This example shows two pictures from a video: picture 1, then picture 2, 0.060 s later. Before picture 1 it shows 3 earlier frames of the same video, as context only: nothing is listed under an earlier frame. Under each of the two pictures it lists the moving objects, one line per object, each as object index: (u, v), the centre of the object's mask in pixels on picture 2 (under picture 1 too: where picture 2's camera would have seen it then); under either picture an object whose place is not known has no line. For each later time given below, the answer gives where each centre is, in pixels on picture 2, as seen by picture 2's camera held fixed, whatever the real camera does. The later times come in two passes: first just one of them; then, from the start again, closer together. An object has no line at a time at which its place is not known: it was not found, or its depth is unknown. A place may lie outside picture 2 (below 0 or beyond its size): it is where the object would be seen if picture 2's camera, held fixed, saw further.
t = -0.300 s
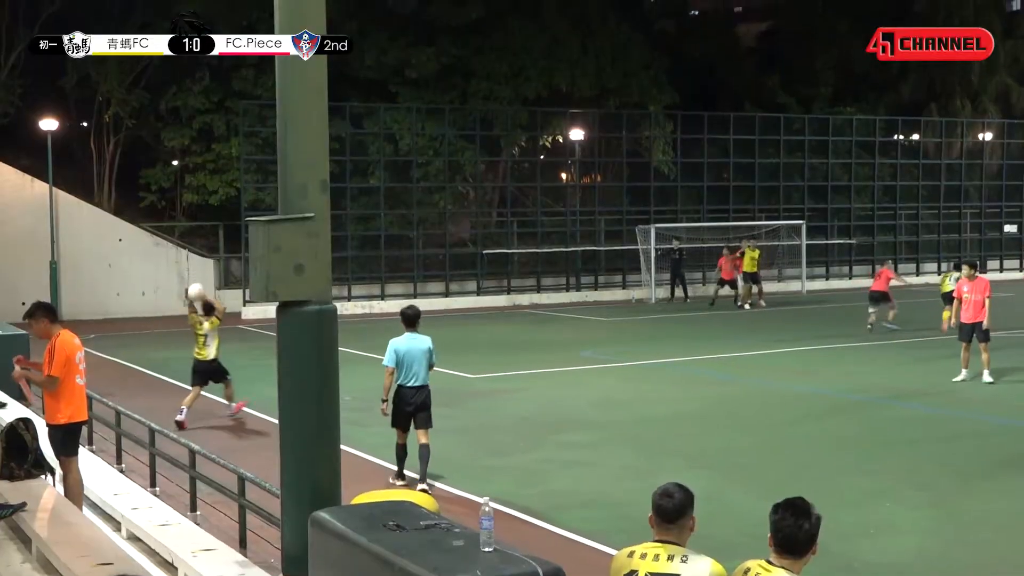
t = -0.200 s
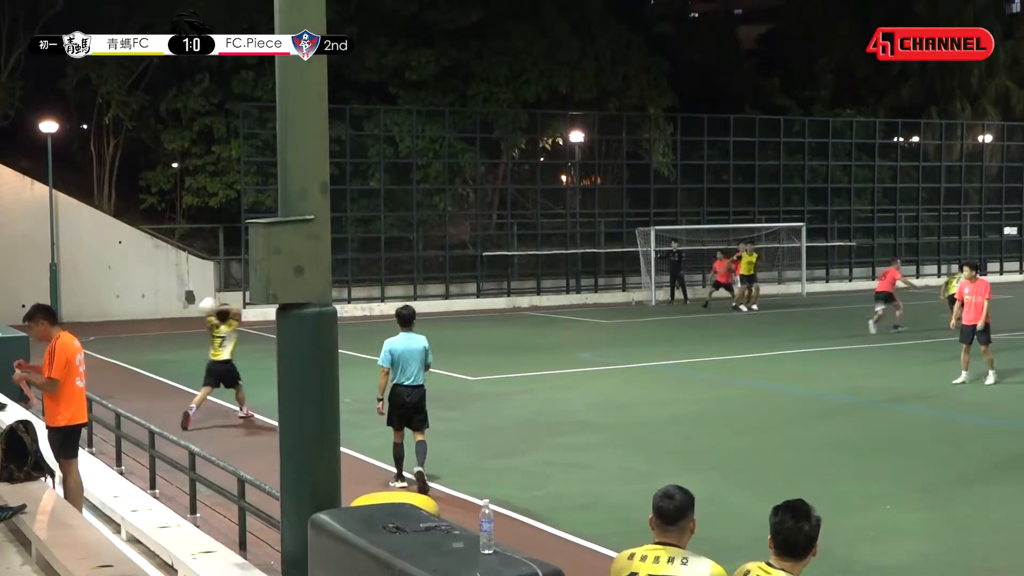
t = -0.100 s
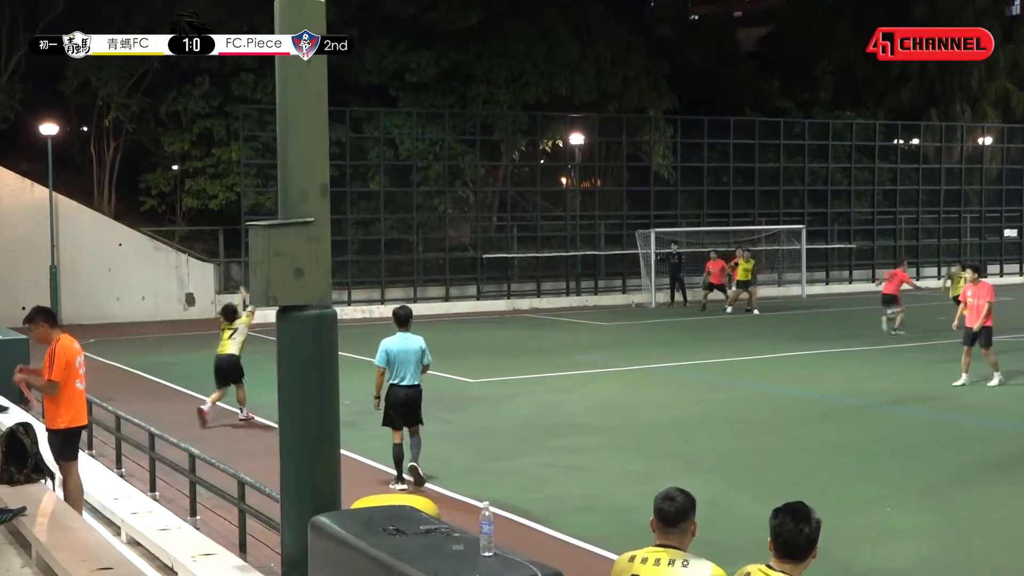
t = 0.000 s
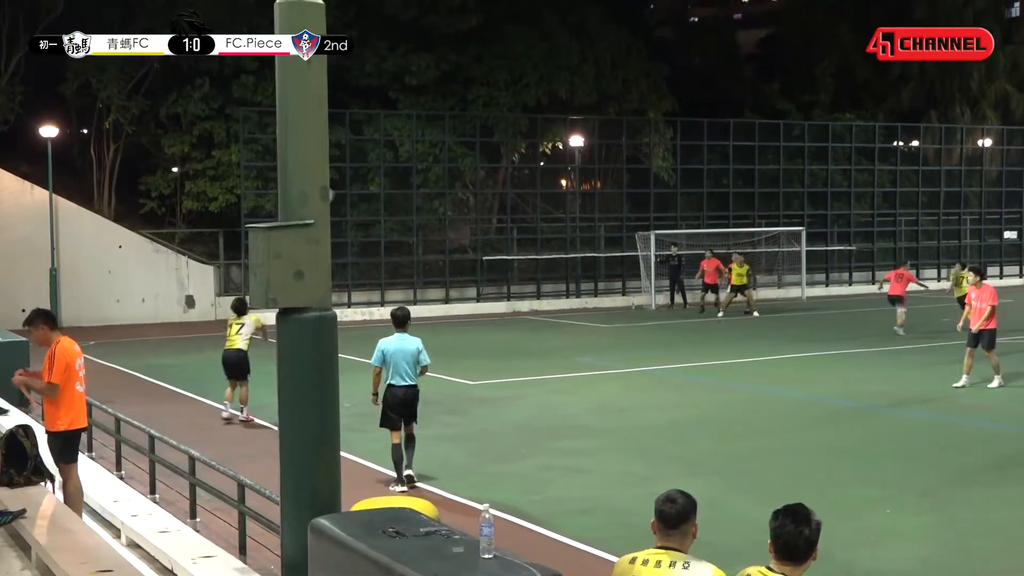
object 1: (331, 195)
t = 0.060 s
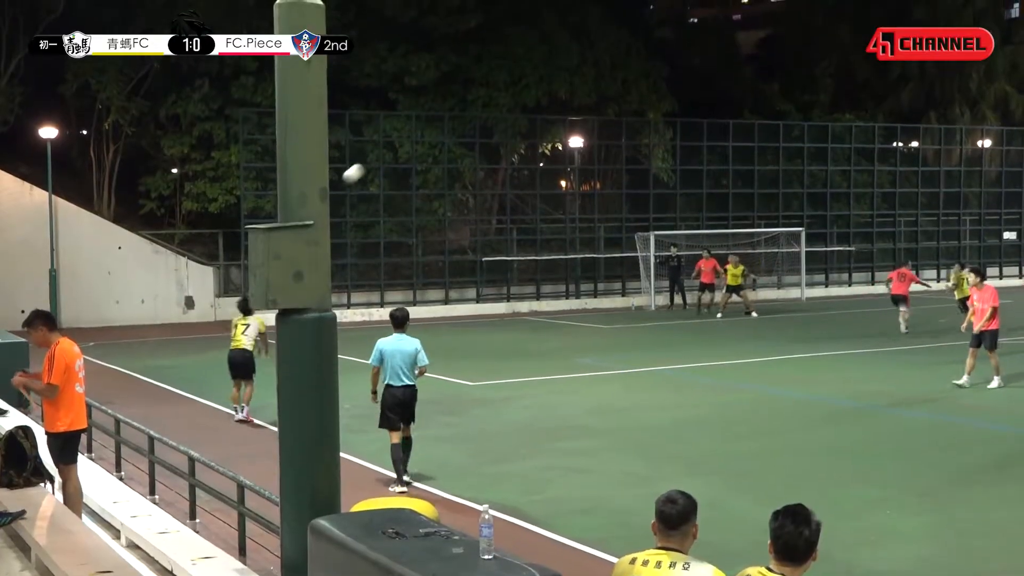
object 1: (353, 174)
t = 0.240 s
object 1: (435, 117)
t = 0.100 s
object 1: (373, 159)
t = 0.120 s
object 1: (383, 151)
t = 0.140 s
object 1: (392, 145)
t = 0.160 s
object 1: (401, 138)
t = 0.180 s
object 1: (410, 132)
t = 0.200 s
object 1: (419, 127)
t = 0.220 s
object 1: (427, 122)
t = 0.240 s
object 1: (435, 117)
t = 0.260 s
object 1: (443, 111)
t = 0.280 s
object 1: (450, 107)
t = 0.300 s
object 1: (457, 103)
